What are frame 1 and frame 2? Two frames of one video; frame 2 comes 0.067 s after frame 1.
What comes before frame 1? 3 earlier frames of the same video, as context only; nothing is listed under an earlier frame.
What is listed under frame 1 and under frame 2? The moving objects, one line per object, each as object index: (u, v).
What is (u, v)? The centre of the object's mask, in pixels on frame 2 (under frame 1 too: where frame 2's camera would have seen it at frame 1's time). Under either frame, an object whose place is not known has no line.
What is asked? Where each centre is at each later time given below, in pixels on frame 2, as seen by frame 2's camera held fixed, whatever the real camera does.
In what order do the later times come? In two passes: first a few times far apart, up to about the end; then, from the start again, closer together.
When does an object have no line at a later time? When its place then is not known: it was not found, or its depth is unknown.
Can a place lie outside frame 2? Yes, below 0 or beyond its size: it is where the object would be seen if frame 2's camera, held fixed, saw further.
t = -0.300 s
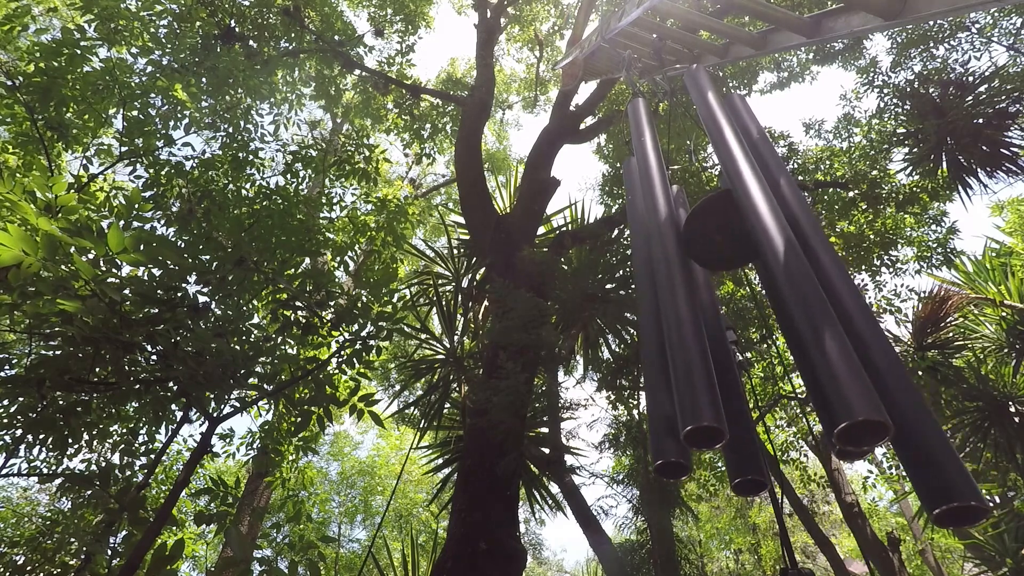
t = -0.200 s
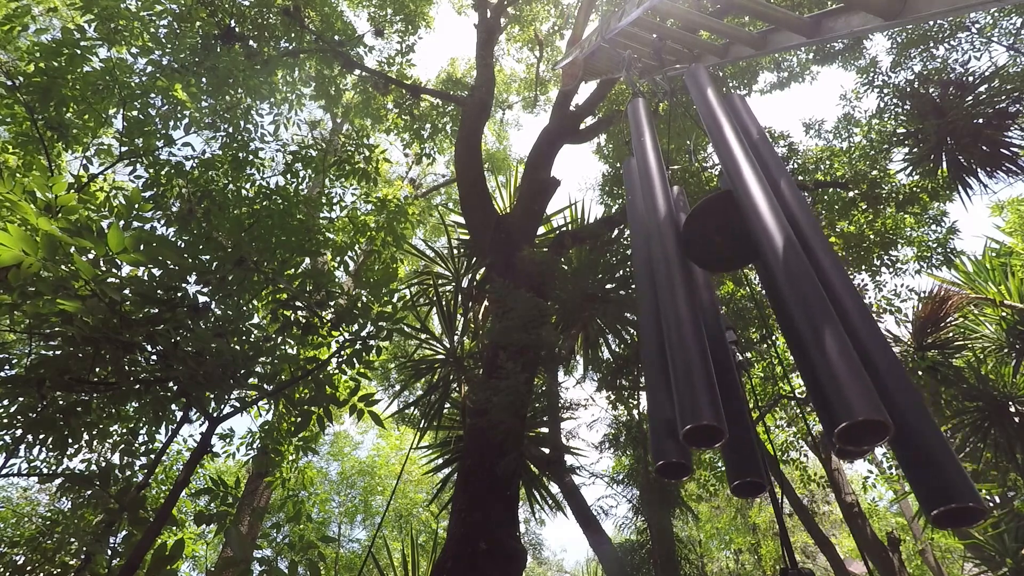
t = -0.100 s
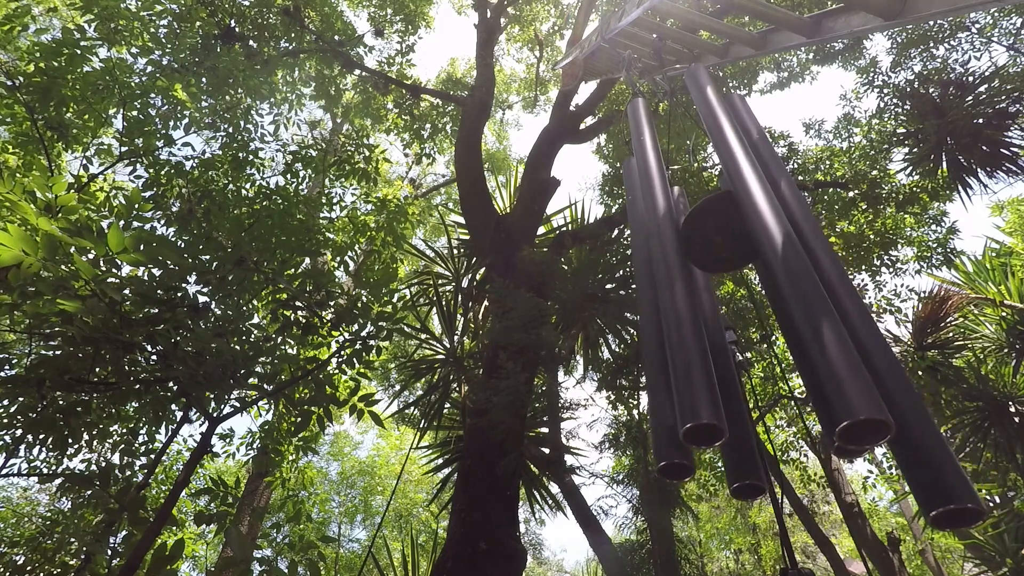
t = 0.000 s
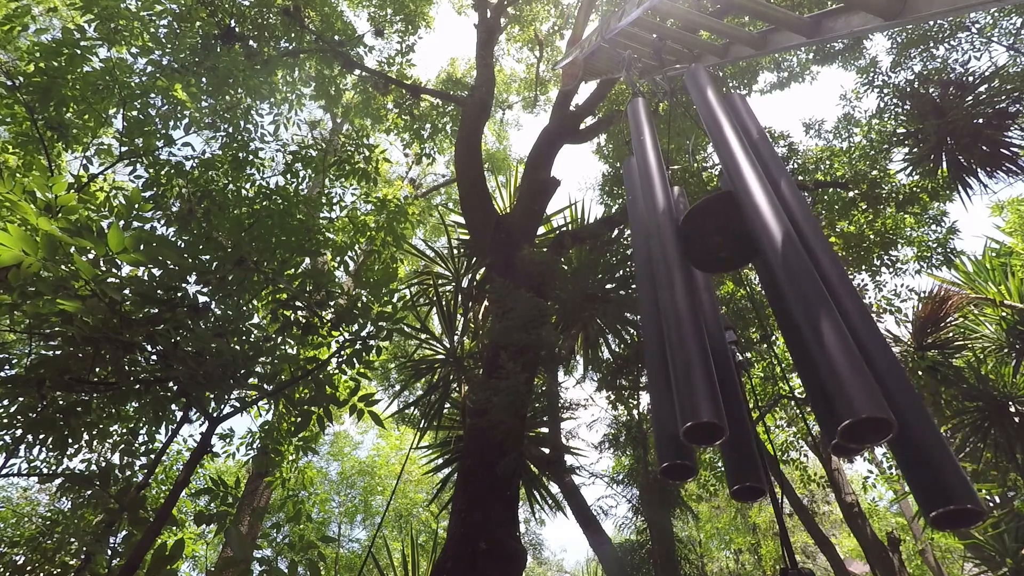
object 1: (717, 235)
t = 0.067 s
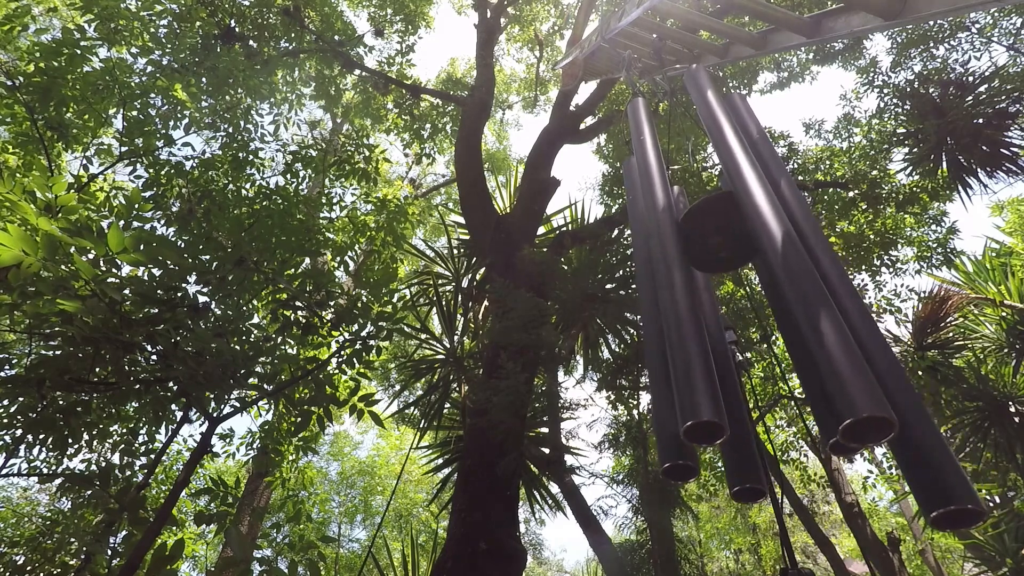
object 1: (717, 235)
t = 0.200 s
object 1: (717, 233)
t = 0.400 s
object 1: (717, 230)
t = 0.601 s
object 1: (717, 230)
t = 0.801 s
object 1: (720, 235)
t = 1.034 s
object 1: (723, 243)
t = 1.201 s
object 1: (723, 245)
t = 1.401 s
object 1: (722, 245)
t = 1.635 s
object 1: (719, 240)
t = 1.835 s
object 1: (717, 238)
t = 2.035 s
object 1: (717, 239)
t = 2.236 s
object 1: (719, 244)
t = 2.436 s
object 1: (721, 248)
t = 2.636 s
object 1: (720, 248)
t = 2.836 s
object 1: (720, 244)
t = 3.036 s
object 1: (718, 239)
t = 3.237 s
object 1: (719, 238)
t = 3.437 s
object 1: (722, 239)
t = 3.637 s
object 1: (724, 242)
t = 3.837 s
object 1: (722, 243)
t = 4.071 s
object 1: (719, 241)
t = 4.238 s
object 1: (717, 240)
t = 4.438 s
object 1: (716, 239)
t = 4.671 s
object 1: (717, 241)
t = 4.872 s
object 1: (718, 243)
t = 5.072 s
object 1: (720, 243)
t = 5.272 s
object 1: (720, 242)
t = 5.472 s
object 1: (719, 240)
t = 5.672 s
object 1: (719, 240)
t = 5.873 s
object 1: (720, 240)
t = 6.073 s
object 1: (720, 242)
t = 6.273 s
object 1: (720, 243)
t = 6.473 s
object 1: (719, 243)
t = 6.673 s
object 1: (717, 241)
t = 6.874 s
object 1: (717, 240)
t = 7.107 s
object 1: (718, 239)
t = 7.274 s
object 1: (719, 240)
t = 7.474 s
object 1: (721, 242)
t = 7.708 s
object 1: (721, 243)
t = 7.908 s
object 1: (721, 242)
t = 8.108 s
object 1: (720, 241)
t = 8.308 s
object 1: (719, 240)
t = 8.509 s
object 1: (719, 240)
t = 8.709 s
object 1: (720, 241)
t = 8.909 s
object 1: (721, 242)
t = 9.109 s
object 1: (721, 242)
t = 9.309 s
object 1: (720, 240)
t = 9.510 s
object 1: (719, 240)
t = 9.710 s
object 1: (718, 240)
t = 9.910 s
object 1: (719, 241)
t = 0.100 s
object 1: (717, 234)
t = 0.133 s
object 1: (717, 234)
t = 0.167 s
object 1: (717, 233)
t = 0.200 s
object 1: (717, 233)
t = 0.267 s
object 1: (716, 232)
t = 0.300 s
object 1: (716, 231)
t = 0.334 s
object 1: (716, 231)
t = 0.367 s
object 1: (716, 230)
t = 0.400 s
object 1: (717, 230)
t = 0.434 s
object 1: (717, 229)
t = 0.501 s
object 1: (717, 229)
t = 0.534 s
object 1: (717, 229)
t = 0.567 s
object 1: (717, 229)
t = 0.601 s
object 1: (717, 230)
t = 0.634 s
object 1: (717, 230)
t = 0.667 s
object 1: (718, 231)
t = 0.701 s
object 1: (719, 233)
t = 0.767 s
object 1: (720, 234)
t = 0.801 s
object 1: (720, 235)
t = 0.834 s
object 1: (721, 237)
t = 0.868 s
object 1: (721, 238)
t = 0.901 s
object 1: (722, 239)
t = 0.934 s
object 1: (722, 240)
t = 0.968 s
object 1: (722, 241)
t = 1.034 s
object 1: (723, 243)
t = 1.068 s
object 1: (723, 244)
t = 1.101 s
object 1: (723, 244)
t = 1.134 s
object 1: (723, 245)
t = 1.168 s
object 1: (723, 245)
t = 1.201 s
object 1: (723, 245)
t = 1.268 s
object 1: (723, 245)
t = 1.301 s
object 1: (723, 245)
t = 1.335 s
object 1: (723, 245)
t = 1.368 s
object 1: (722, 245)
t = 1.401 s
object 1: (722, 245)
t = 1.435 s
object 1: (721, 244)
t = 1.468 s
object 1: (721, 243)
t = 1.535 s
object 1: (720, 242)
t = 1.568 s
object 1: (720, 241)
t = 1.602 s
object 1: (719, 241)
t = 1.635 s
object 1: (719, 240)
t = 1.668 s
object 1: (719, 239)
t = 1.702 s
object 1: (718, 239)
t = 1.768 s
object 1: (718, 238)
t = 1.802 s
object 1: (718, 238)
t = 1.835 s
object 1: (717, 238)
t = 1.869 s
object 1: (717, 238)
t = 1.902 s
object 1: (717, 238)
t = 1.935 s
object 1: (717, 238)
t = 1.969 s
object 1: (717, 238)
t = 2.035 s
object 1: (717, 239)
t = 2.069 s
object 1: (718, 240)
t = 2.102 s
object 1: (718, 240)
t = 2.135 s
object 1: (719, 241)
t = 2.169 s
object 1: (719, 242)
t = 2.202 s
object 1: (719, 243)
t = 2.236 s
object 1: (719, 244)
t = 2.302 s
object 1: (720, 245)
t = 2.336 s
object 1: (720, 246)
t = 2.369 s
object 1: (720, 247)
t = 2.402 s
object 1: (720, 247)
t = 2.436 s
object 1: (721, 248)
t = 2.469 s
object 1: (720, 248)
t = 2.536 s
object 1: (720, 248)
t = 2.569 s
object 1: (720, 248)
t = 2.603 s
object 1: (721, 248)
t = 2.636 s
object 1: (720, 248)
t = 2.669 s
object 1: (720, 248)
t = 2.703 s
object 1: (720, 247)
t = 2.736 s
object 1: (720, 247)
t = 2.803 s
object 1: (720, 245)
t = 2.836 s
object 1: (720, 244)
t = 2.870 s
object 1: (719, 243)
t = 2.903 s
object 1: (720, 242)
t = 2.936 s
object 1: (719, 242)
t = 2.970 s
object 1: (719, 241)
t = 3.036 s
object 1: (718, 239)
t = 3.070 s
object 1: (718, 239)
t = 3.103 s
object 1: (719, 238)
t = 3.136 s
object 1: (719, 238)
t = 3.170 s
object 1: (719, 238)
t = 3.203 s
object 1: (719, 237)
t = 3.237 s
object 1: (719, 238)
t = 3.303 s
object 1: (720, 238)
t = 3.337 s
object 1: (721, 238)
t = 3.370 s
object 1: (721, 239)
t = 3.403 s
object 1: (721, 239)
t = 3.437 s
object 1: (722, 239)
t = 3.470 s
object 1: (723, 240)
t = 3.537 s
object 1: (724, 240)
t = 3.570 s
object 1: (724, 241)
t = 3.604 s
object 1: (724, 241)
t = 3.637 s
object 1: (724, 242)
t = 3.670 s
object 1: (724, 242)
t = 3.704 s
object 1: (724, 242)
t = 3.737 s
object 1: (724, 242)
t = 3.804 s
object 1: (723, 242)
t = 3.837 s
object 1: (722, 243)
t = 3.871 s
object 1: (722, 242)
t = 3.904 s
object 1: (722, 242)
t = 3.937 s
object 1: (721, 242)
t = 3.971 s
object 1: (721, 242)
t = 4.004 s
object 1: (720, 242)
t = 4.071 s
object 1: (719, 241)
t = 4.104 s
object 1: (718, 241)
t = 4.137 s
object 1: (718, 240)
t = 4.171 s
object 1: (718, 240)
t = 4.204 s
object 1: (717, 240)
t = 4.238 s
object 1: (717, 240)
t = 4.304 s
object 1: (717, 239)
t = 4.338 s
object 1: (717, 239)
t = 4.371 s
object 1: (716, 239)
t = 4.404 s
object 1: (716, 239)
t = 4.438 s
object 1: (716, 239)
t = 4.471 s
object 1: (716, 239)
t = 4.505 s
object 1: (716, 239)
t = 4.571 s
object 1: (716, 240)
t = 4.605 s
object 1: (716, 240)
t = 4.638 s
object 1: (717, 241)
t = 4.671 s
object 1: (717, 241)
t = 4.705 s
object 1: (717, 241)
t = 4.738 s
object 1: (718, 242)
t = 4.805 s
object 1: (718, 242)
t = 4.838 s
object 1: (718, 242)
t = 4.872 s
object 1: (718, 243)
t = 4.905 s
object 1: (719, 243)
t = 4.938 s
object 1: (719, 243)
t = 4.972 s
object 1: (719, 243)
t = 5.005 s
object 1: (719, 243)
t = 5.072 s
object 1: (720, 243)
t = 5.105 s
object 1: (720, 243)
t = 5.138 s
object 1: (720, 243)
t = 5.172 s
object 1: (720, 243)
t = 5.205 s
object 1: (720, 242)
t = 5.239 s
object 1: (720, 242)
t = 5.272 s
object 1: (720, 242)
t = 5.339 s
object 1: (720, 241)
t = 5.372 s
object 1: (720, 241)
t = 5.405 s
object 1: (720, 241)
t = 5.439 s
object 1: (720, 240)
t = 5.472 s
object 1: (719, 240)
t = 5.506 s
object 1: (719, 240)
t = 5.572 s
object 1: (719, 240)
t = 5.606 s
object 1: (719, 240)
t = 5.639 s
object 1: (720, 240)
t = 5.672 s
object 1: (719, 240)
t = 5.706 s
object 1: (719, 240)
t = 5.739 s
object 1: (720, 240)
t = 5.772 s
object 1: (720, 240)
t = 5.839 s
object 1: (719, 240)
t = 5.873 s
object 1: (720, 240)
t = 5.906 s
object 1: (720, 241)
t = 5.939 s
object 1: (720, 241)
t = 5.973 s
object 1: (720, 241)
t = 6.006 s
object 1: (720, 241)
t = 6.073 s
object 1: (720, 242)
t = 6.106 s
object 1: (720, 242)
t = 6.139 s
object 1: (720, 242)
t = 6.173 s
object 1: (720, 243)
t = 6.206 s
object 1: (720, 243)
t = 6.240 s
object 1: (720, 243)
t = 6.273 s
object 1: (720, 243)
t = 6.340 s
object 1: (720, 243)
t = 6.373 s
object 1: (720, 243)
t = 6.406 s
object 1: (720, 243)
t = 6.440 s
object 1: (719, 243)
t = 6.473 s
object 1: (719, 243)
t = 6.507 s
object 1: (719, 243)
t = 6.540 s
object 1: (718, 243)
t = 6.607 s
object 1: (718, 242)
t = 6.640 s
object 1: (717, 242)
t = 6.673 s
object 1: (717, 241)
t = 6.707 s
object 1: (717, 241)
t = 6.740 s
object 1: (717, 241)
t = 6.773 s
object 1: (717, 240)
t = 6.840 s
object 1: (717, 240)
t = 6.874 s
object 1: (717, 240)
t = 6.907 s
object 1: (717, 239)
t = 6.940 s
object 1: (717, 239)
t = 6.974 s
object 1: (717, 239)
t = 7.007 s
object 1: (717, 239)
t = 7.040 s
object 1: (718, 239)
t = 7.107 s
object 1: (718, 239)
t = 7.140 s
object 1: (718, 239)
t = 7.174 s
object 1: (718, 240)
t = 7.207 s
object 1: (718, 240)
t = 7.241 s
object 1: (719, 240)
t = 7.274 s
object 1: (719, 240)
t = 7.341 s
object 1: (720, 241)
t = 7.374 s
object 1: (720, 241)
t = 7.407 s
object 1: (720, 241)
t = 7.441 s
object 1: (721, 241)
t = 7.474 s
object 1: (721, 242)
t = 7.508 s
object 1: (721, 242)
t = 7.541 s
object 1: (721, 242)
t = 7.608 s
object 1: (722, 242)
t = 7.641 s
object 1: (722, 243)
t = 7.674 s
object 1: (722, 243)
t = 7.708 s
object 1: (721, 243)
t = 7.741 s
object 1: (721, 243)
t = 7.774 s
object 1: (721, 243)
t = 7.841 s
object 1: (721, 243)
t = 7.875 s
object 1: (721, 243)
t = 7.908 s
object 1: (721, 242)
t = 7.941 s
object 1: (720, 242)
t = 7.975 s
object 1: (720, 242)
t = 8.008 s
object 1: (720, 242)
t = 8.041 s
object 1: (720, 241)
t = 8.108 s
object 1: (720, 241)
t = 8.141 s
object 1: (719, 241)
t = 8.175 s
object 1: (719, 241)
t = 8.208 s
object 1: (719, 241)
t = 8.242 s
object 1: (719, 240)
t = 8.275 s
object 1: (719, 240)
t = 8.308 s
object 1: (719, 240)
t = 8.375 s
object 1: (719, 240)
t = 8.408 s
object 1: (719, 240)
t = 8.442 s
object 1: (719, 240)
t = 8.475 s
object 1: (719, 240)
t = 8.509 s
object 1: (719, 240)
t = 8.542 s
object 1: (719, 240)
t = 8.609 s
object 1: (720, 240)
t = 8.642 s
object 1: (720, 240)
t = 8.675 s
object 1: (720, 240)
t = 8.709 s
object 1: (720, 241)
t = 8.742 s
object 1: (720, 241)
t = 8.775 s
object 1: (721, 241)
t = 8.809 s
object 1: (721, 241)
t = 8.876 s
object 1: (721, 241)
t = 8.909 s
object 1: (721, 242)
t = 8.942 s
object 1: (721, 242)
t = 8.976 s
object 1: (721, 242)
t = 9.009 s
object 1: (721, 242)
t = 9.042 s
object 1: (721, 242)
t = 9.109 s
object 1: (721, 242)
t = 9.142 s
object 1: (720, 242)
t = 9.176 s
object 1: (721, 241)
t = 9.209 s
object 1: (721, 241)
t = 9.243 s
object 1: (720, 241)
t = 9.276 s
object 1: (720, 241)
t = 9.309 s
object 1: (720, 240)
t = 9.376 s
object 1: (720, 240)
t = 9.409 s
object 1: (719, 240)
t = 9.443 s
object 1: (719, 240)
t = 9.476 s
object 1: (719, 240)
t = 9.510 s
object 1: (719, 240)
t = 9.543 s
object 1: (718, 240)
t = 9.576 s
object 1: (719, 239)
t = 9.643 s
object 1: (718, 239)
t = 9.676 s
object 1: (718, 240)
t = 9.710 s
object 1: (718, 240)
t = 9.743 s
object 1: (718, 240)
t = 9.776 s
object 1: (718, 240)
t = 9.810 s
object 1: (718, 240)
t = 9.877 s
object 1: (719, 241)
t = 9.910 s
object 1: (719, 241)
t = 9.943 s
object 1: (719, 241)
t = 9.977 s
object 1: (719, 241)
